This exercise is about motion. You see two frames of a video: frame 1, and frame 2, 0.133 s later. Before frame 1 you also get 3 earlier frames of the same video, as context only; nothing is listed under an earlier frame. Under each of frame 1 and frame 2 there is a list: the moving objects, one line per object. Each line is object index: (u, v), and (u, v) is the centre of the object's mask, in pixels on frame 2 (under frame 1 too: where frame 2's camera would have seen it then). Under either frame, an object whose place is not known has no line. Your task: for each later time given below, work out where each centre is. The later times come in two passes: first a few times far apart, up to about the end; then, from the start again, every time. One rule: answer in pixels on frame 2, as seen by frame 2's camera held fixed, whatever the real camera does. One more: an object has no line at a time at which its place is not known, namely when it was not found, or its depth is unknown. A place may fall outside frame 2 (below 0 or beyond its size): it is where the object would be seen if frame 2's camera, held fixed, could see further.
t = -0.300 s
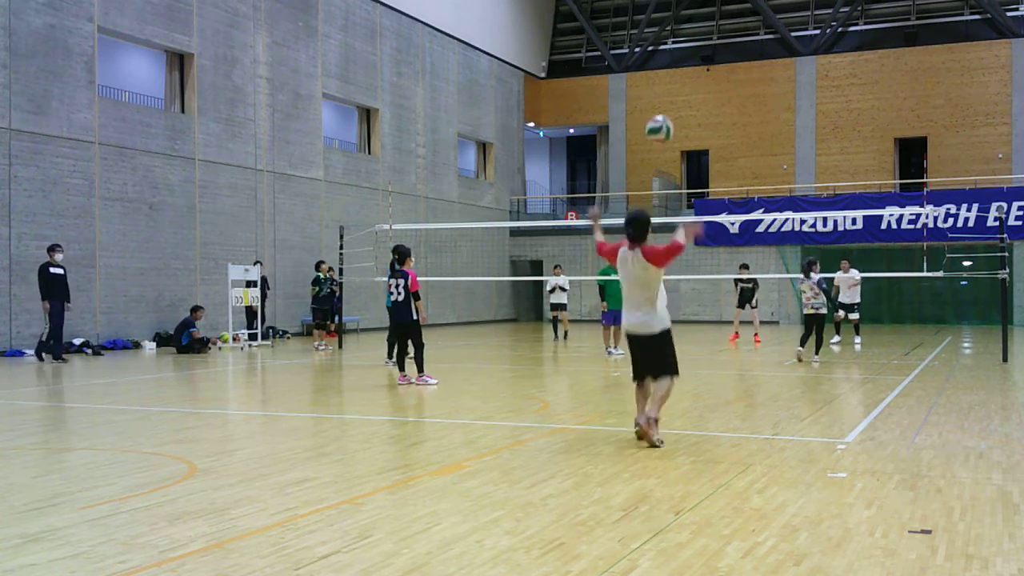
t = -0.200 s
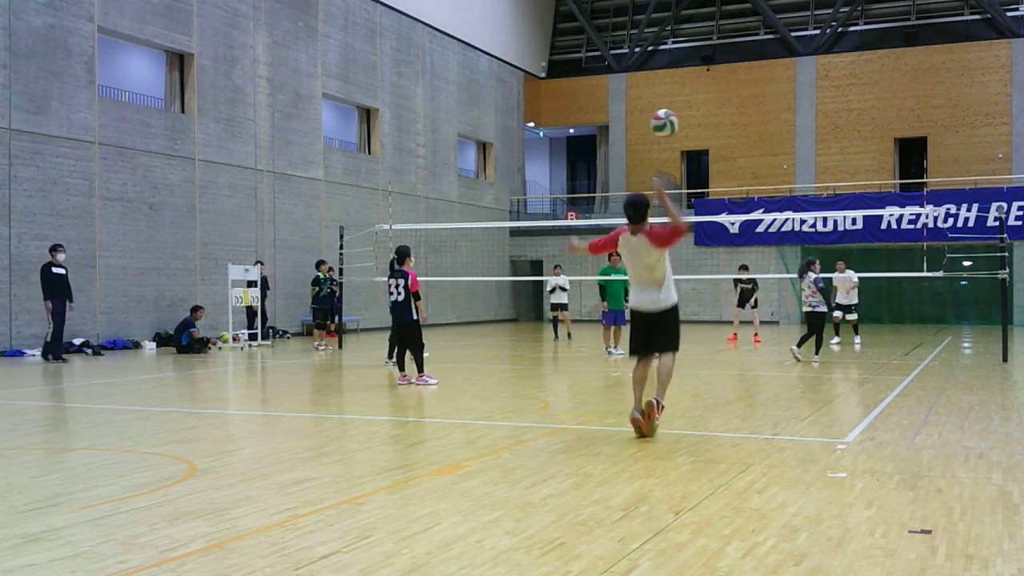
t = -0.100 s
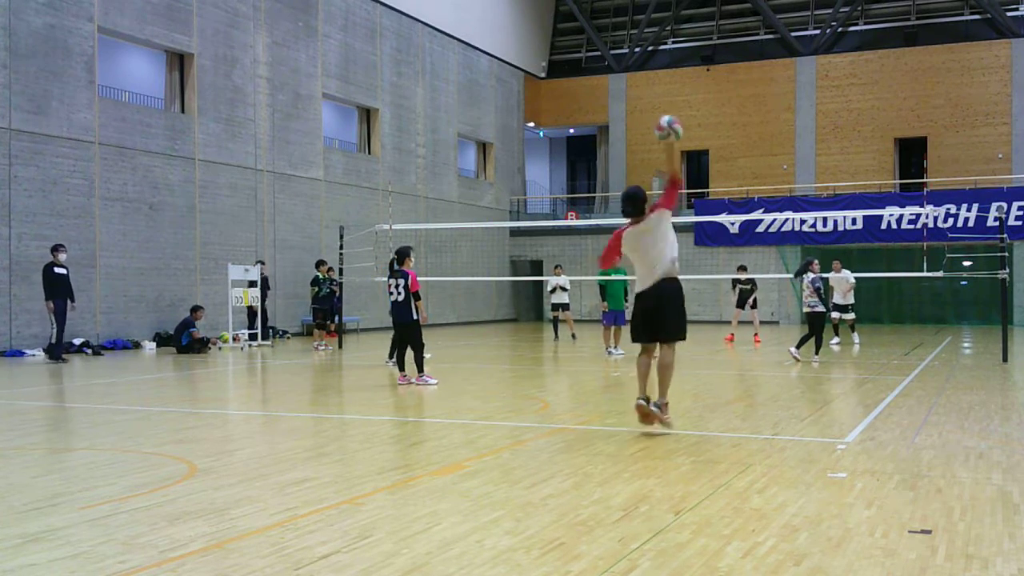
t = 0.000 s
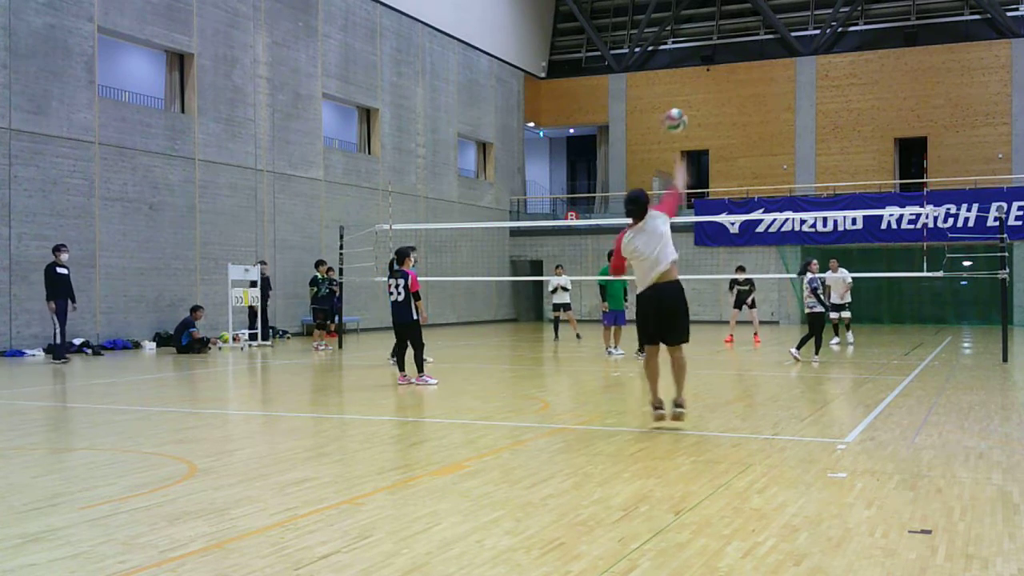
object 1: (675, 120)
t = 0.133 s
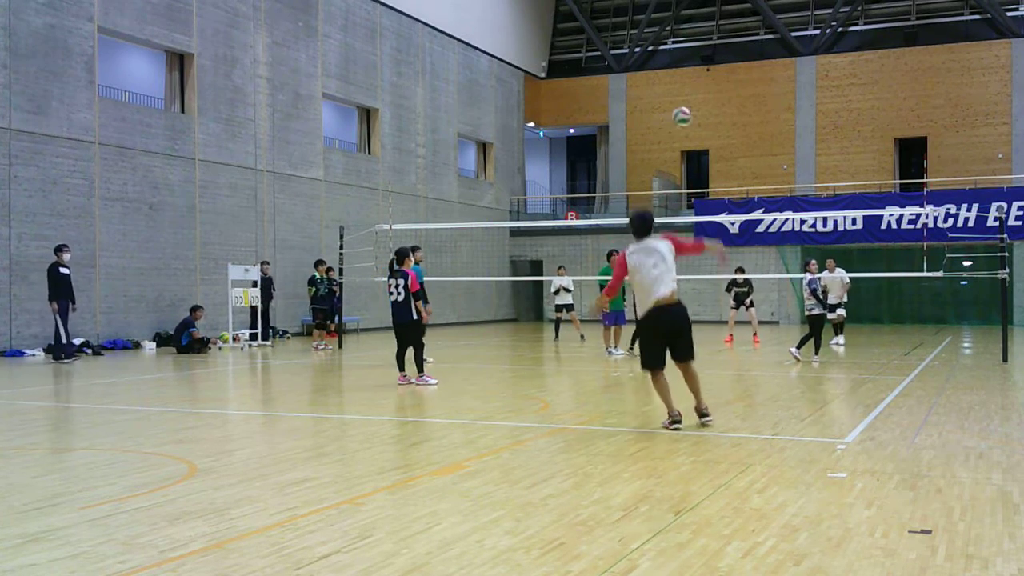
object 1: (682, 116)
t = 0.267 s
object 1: (688, 130)
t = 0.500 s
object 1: (696, 170)
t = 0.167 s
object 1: (683, 118)
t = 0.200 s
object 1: (684, 121)
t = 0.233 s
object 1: (686, 125)
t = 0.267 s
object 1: (688, 130)
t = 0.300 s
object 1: (690, 133)
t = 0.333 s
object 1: (691, 139)
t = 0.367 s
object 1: (692, 145)
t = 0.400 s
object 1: (694, 151)
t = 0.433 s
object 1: (695, 156)
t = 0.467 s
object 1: (696, 163)
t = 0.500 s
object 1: (696, 170)
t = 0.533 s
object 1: (697, 177)
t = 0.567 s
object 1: (698, 183)
